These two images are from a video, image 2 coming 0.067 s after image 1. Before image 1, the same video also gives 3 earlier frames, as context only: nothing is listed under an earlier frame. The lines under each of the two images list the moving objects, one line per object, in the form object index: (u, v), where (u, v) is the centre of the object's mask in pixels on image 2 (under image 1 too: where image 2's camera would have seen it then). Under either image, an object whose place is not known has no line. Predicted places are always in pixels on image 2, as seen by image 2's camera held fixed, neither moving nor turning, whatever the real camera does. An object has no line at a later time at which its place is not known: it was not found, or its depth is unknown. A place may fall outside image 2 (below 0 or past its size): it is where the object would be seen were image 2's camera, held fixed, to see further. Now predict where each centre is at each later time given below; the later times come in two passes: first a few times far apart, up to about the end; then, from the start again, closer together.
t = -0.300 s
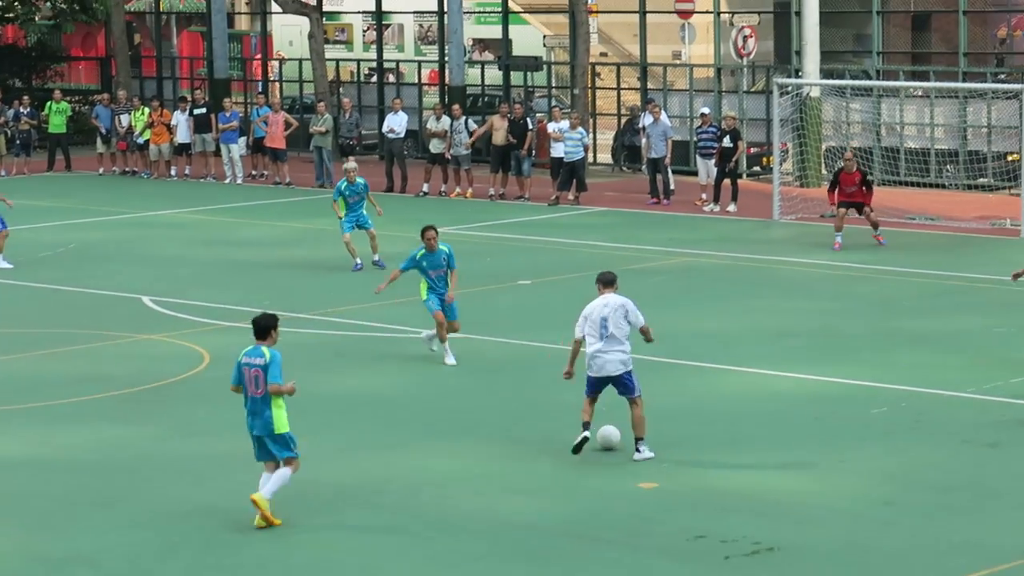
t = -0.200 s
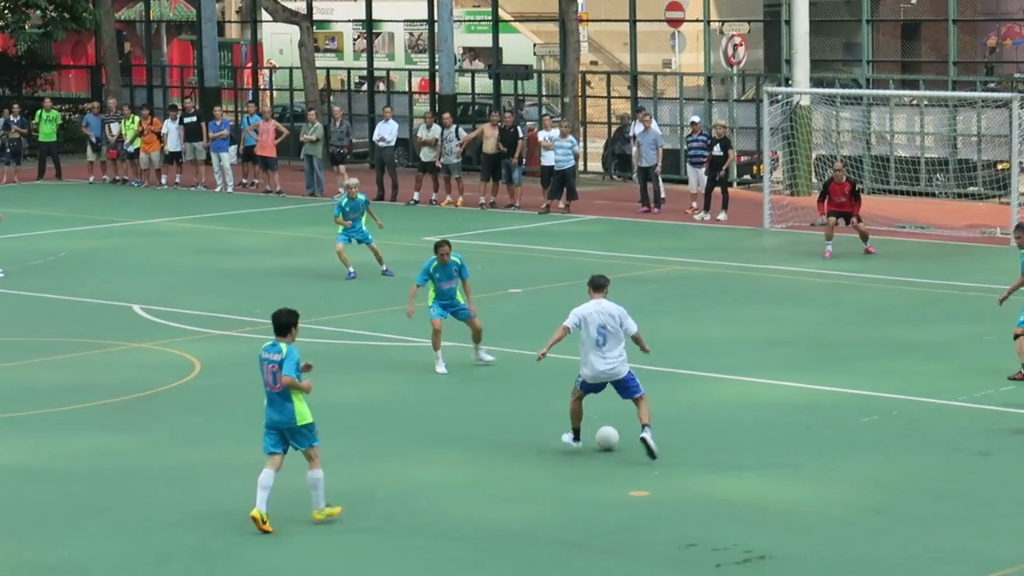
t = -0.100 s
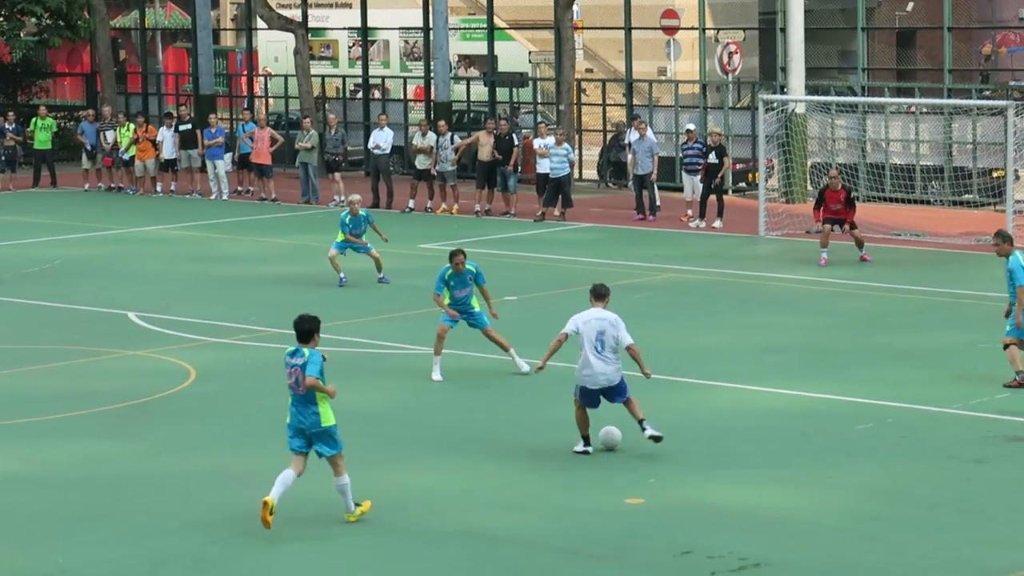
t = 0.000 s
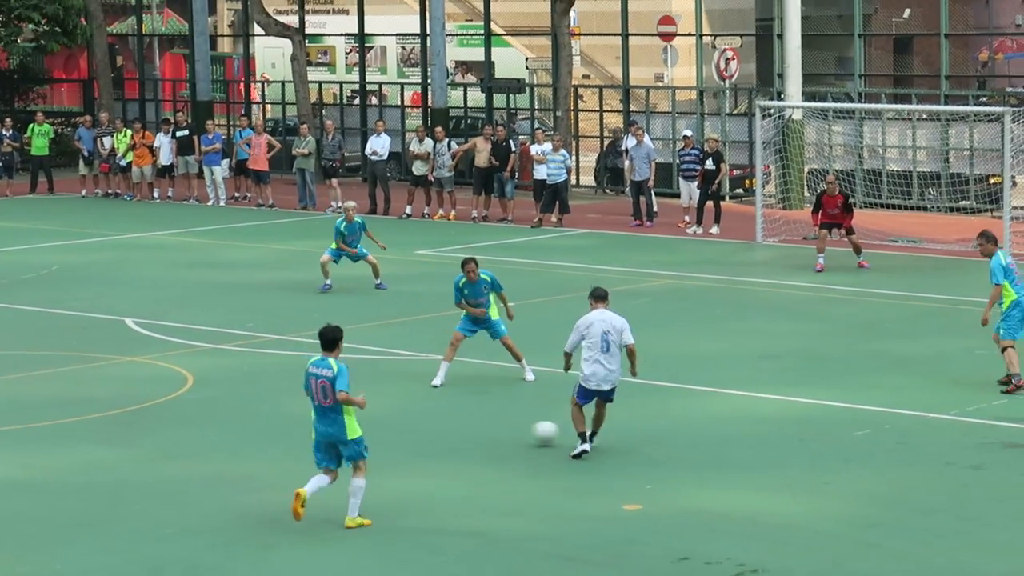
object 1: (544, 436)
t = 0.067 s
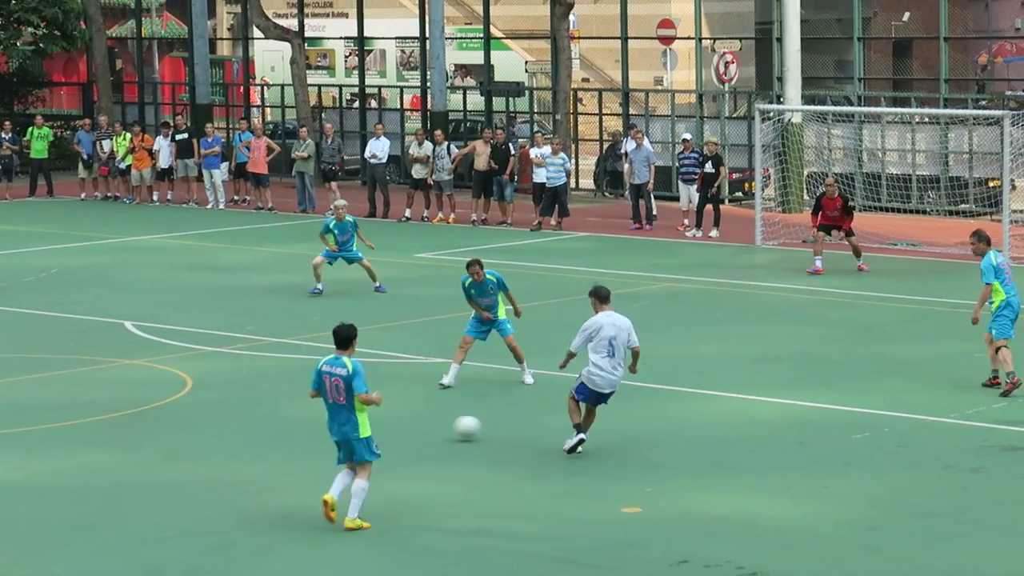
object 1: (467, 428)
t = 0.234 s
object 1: (298, 409)
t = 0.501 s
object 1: (72, 390)
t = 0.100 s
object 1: (429, 425)
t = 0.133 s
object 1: (394, 422)
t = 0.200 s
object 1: (329, 411)
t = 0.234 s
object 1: (298, 409)
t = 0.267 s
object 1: (266, 407)
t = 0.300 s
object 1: (236, 406)
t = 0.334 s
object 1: (207, 403)
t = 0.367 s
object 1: (181, 397)
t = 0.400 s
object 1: (153, 393)
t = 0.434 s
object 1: (125, 391)
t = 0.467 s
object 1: (98, 390)
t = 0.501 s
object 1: (72, 390)
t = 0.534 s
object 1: (46, 387)
